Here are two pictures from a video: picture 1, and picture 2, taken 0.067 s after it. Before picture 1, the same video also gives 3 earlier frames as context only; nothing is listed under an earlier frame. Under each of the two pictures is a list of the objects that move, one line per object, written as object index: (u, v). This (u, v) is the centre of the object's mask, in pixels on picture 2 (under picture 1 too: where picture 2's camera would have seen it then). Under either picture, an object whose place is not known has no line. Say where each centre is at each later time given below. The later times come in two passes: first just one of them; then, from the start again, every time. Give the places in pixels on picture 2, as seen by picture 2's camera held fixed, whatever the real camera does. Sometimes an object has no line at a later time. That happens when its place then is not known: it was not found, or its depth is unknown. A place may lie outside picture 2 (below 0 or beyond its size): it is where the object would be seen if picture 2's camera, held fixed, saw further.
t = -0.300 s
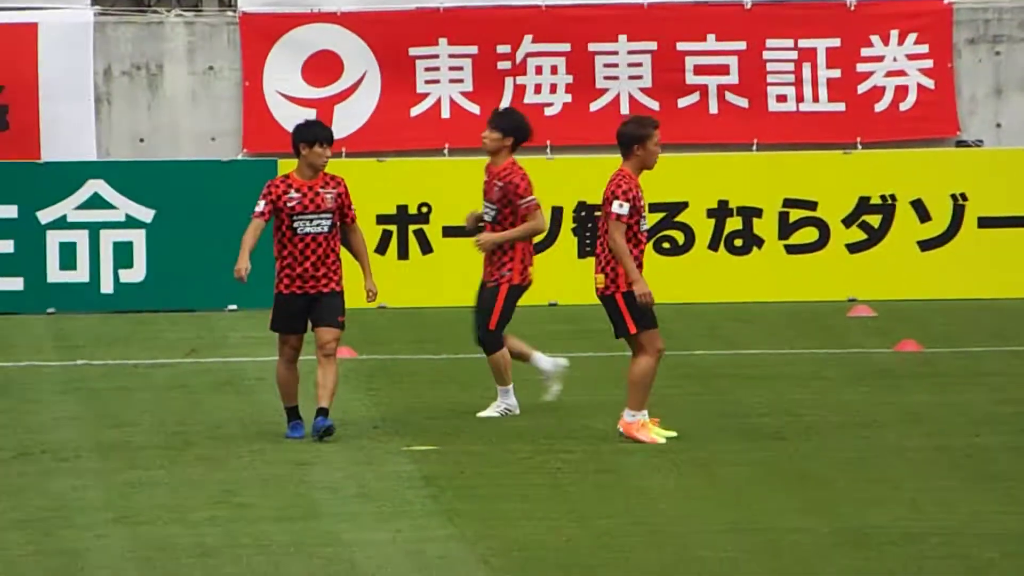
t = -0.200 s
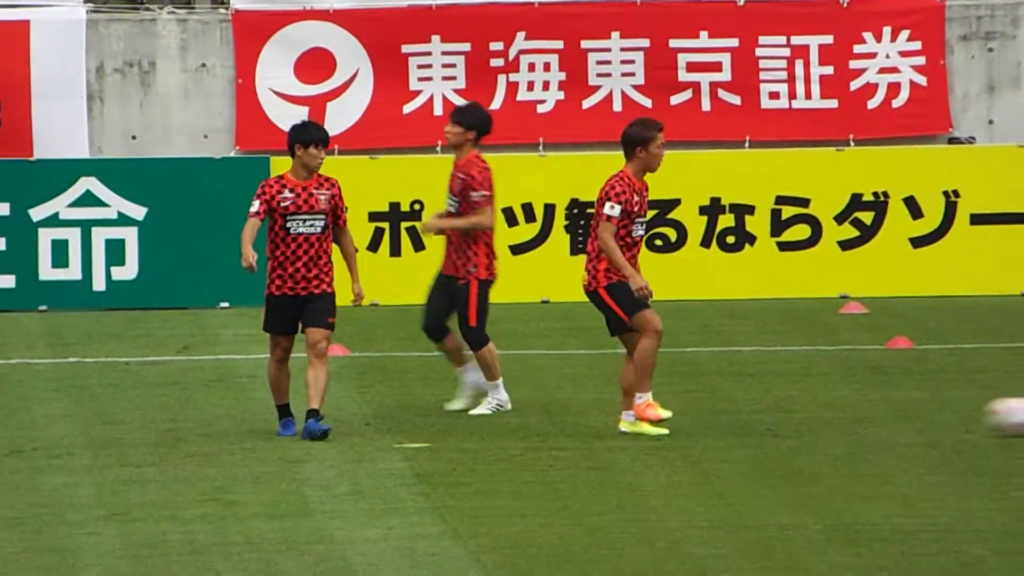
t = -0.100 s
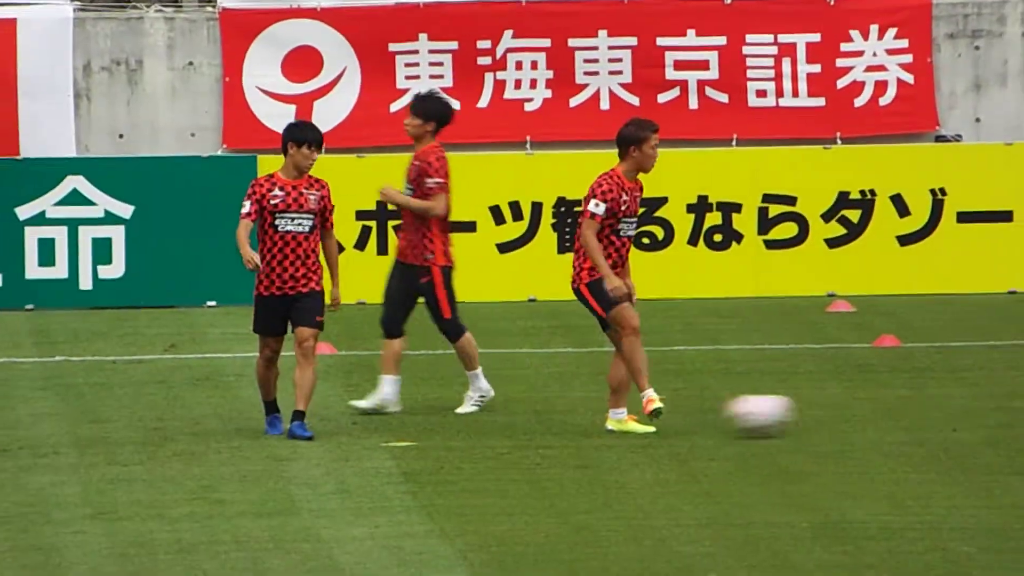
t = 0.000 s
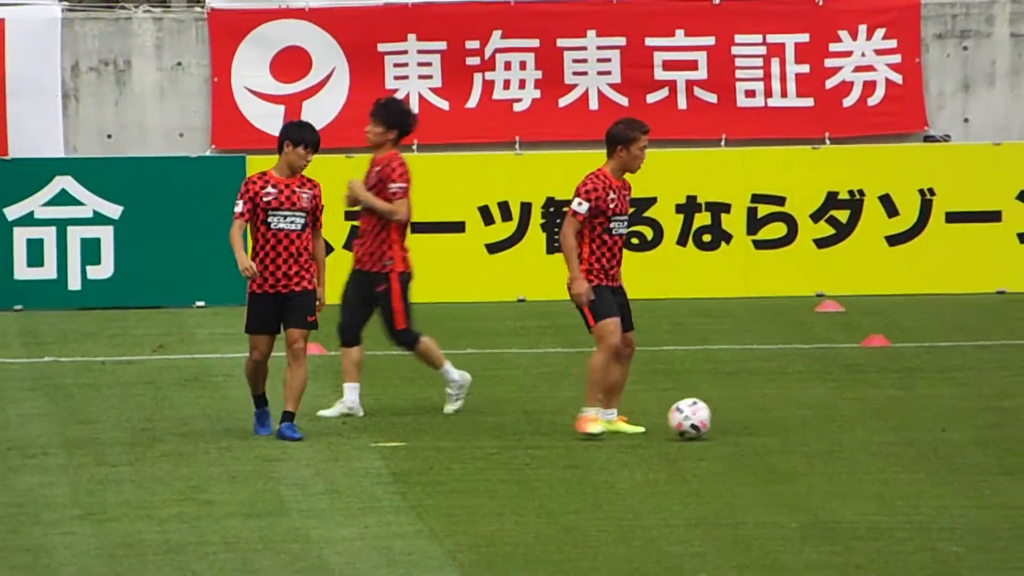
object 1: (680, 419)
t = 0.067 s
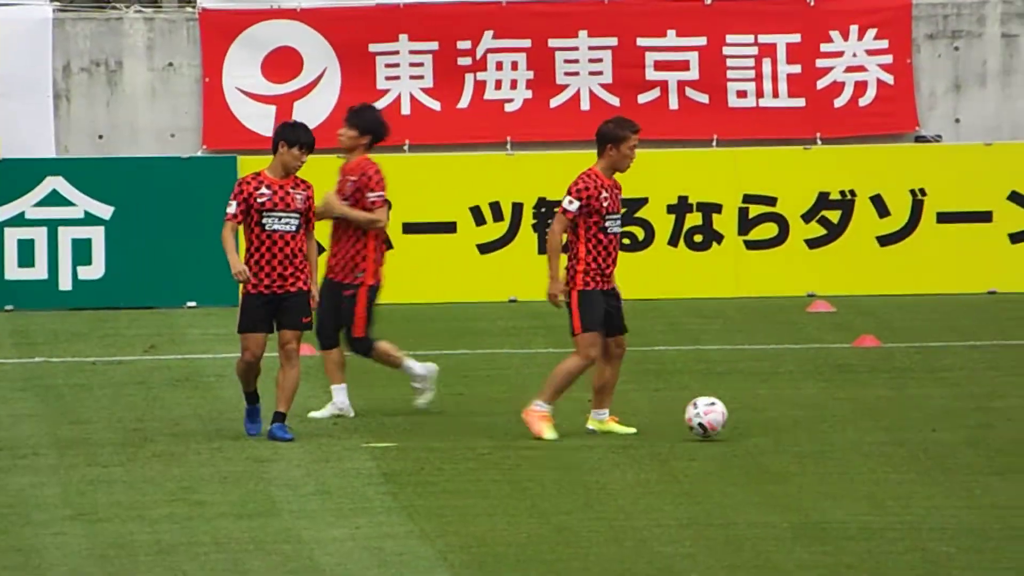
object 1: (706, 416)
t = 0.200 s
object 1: (752, 421)
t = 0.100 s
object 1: (719, 419)
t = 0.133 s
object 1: (732, 422)
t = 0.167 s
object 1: (743, 422)
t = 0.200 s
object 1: (752, 421)
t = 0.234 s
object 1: (760, 422)
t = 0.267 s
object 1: (769, 424)
